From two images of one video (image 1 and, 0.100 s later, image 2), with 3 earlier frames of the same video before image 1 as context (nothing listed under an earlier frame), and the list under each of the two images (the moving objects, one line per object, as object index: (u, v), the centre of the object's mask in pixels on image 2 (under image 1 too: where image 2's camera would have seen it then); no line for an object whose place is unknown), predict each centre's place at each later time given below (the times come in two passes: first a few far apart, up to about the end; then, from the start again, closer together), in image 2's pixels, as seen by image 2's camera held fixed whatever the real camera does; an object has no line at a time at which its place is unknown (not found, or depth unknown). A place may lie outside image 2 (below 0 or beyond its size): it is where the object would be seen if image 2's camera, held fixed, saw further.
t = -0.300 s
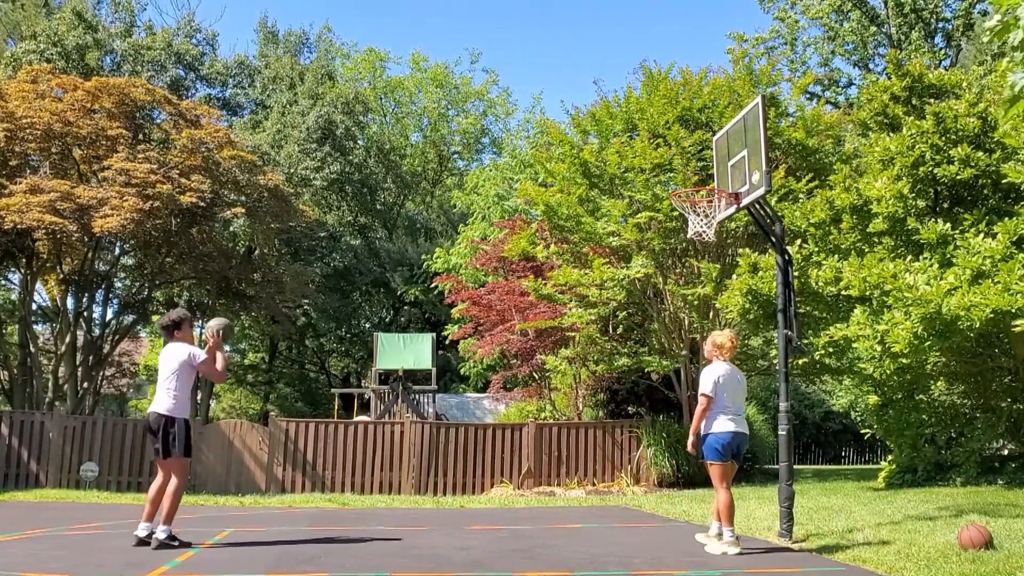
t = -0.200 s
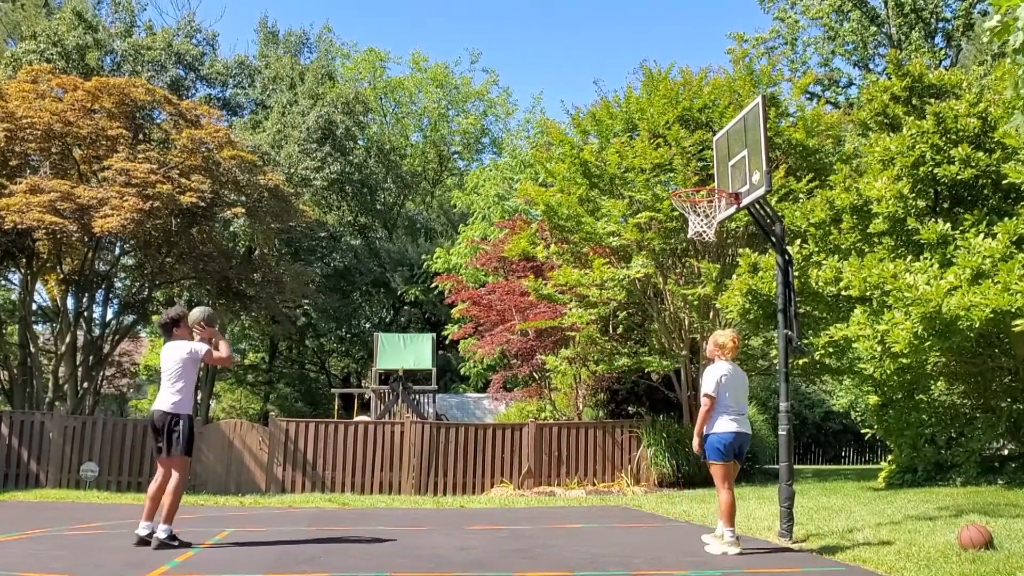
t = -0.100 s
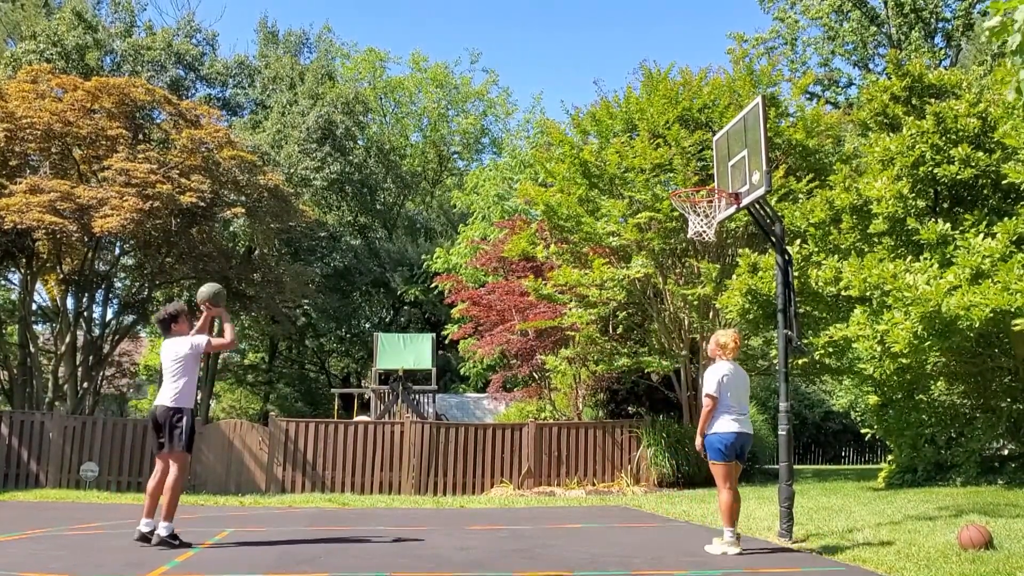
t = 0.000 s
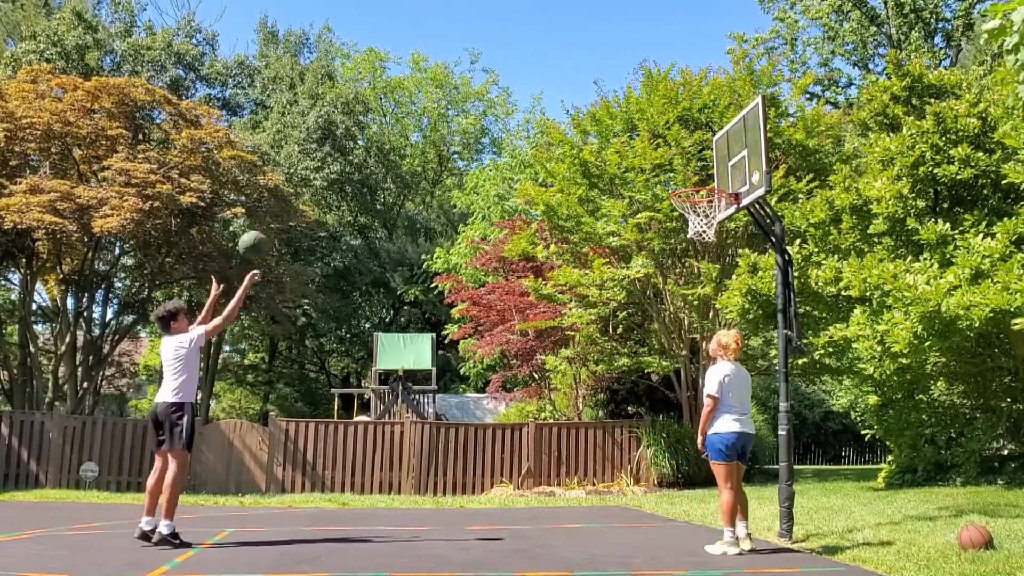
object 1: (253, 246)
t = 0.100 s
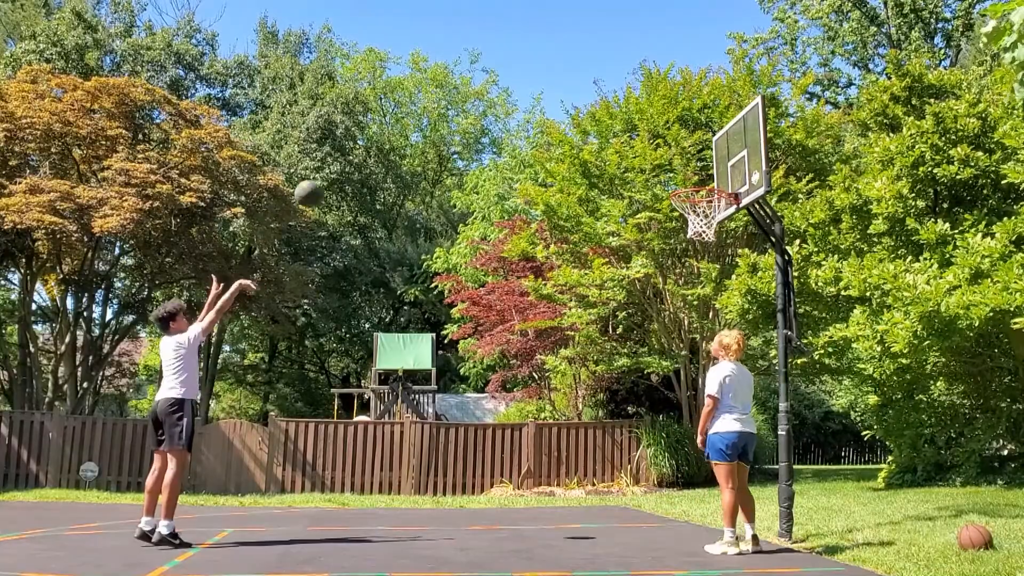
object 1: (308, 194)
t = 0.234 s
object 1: (379, 145)
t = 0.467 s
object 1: (494, 107)
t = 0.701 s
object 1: (602, 124)
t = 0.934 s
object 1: (705, 197)
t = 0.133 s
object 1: (327, 179)
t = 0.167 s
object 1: (344, 167)
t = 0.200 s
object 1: (362, 156)
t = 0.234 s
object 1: (379, 145)
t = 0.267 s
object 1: (396, 136)
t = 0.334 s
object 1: (430, 122)
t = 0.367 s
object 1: (445, 116)
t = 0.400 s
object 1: (462, 112)
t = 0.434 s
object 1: (478, 109)
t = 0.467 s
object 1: (494, 107)
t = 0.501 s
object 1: (510, 107)
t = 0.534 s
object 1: (525, 107)
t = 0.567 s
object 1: (541, 107)
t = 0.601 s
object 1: (556, 110)
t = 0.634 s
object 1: (572, 114)
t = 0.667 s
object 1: (586, 118)
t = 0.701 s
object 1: (602, 124)
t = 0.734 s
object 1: (617, 131)
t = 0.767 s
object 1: (632, 139)
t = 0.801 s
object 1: (647, 148)
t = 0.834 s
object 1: (662, 159)
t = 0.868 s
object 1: (677, 170)
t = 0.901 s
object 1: (694, 180)
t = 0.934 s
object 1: (705, 197)
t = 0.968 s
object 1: (706, 205)
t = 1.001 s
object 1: (706, 223)
